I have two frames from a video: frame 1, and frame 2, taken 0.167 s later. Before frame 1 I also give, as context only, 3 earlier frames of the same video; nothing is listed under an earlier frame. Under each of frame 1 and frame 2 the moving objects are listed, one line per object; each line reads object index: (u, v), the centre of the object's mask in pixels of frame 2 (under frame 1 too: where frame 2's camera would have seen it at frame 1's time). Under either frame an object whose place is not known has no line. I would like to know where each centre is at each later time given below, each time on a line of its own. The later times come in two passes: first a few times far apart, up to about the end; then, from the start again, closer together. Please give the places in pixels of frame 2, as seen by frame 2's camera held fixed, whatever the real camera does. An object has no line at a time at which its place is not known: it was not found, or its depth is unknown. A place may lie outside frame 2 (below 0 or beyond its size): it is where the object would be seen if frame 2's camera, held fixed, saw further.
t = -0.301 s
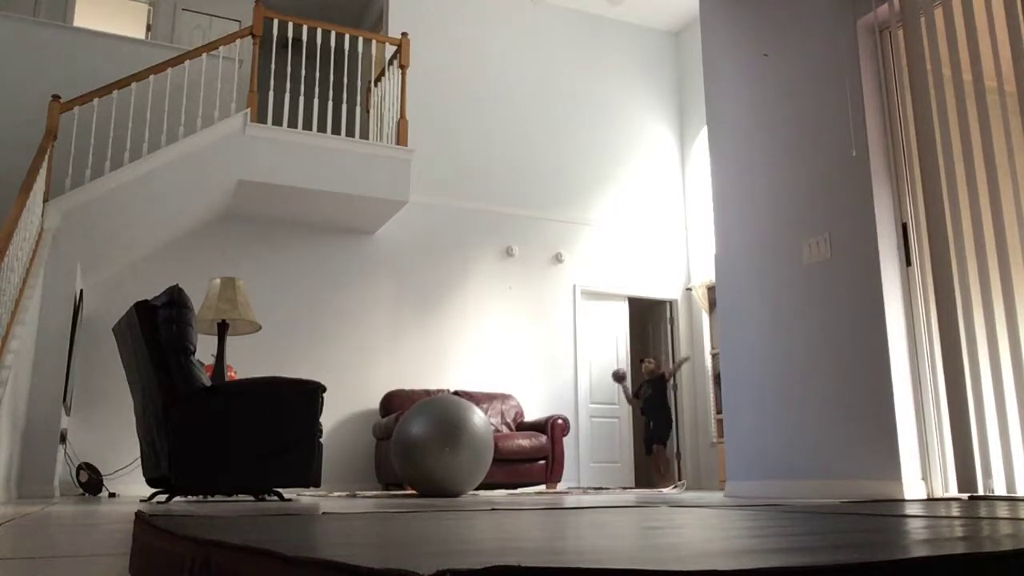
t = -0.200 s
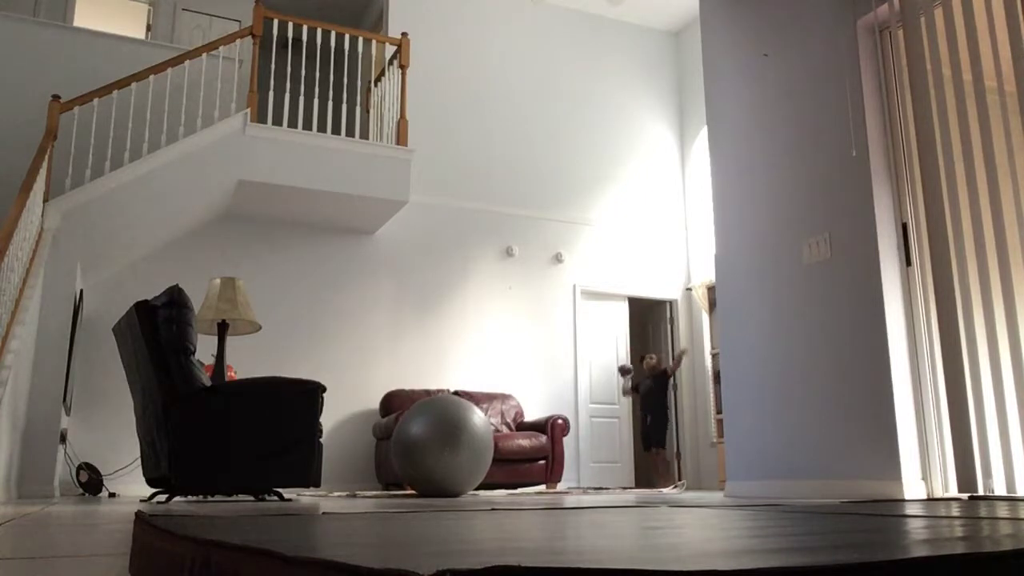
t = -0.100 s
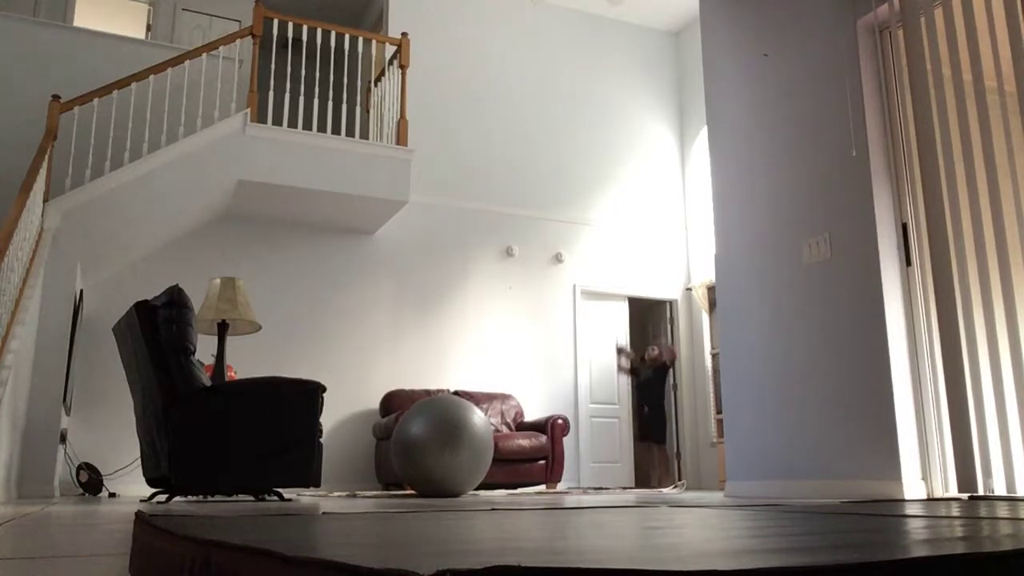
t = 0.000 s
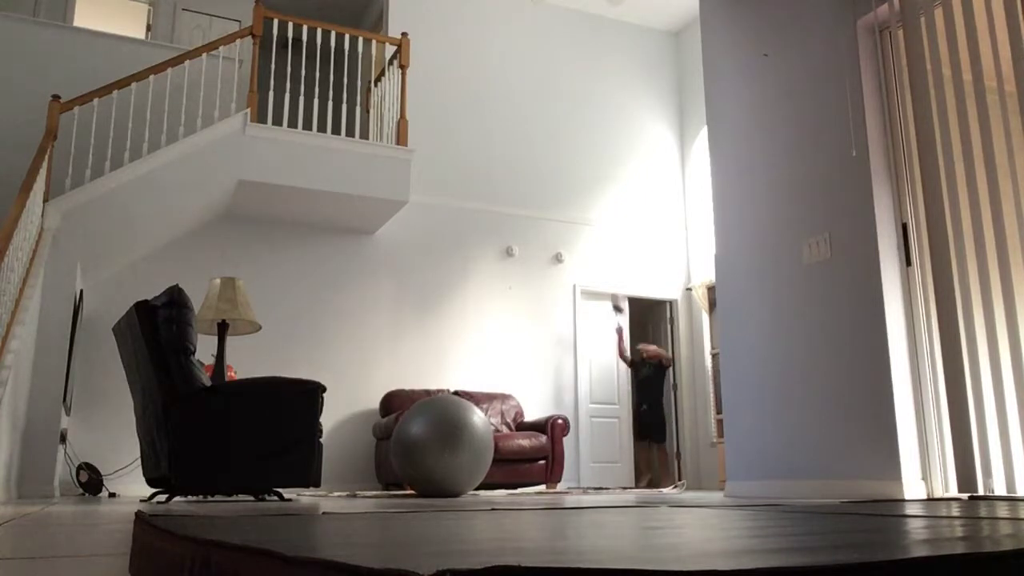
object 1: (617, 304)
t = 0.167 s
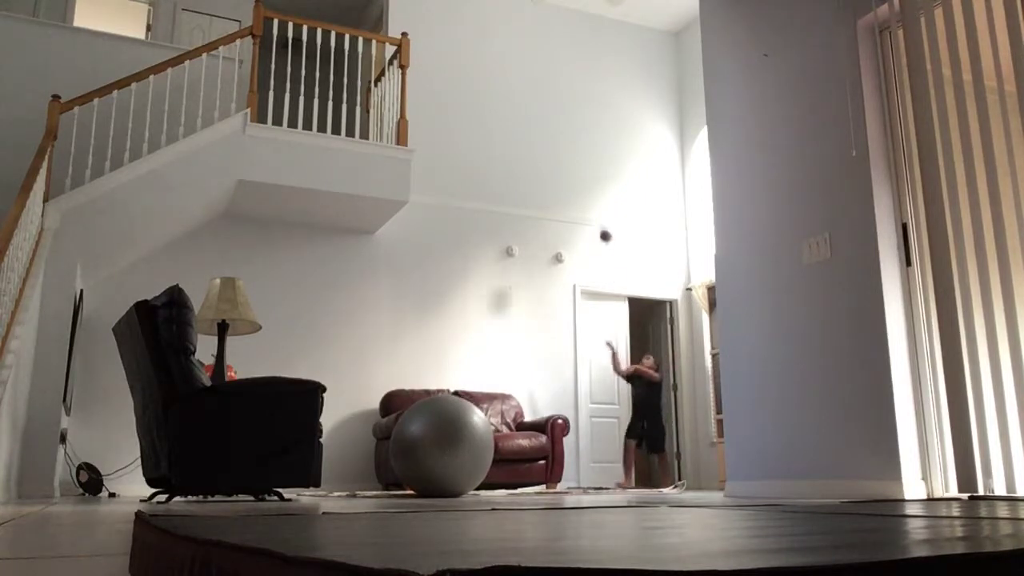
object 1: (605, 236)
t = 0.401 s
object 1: (590, 175)
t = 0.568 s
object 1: (578, 165)
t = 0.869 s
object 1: (556, 229)
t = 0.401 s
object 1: (590, 175)
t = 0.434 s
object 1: (588, 171)
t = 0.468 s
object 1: (585, 168)
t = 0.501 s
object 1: (583, 166)
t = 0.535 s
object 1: (580, 165)
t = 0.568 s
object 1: (578, 165)
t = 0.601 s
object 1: (575, 166)
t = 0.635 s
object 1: (573, 169)
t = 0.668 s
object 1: (571, 173)
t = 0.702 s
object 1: (568, 178)
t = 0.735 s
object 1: (566, 185)
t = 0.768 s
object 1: (563, 193)
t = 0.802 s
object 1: (561, 203)
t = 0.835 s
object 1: (558, 214)
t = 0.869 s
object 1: (556, 229)
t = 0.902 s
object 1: (553, 242)
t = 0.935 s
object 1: (551, 259)
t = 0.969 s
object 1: (549, 278)
